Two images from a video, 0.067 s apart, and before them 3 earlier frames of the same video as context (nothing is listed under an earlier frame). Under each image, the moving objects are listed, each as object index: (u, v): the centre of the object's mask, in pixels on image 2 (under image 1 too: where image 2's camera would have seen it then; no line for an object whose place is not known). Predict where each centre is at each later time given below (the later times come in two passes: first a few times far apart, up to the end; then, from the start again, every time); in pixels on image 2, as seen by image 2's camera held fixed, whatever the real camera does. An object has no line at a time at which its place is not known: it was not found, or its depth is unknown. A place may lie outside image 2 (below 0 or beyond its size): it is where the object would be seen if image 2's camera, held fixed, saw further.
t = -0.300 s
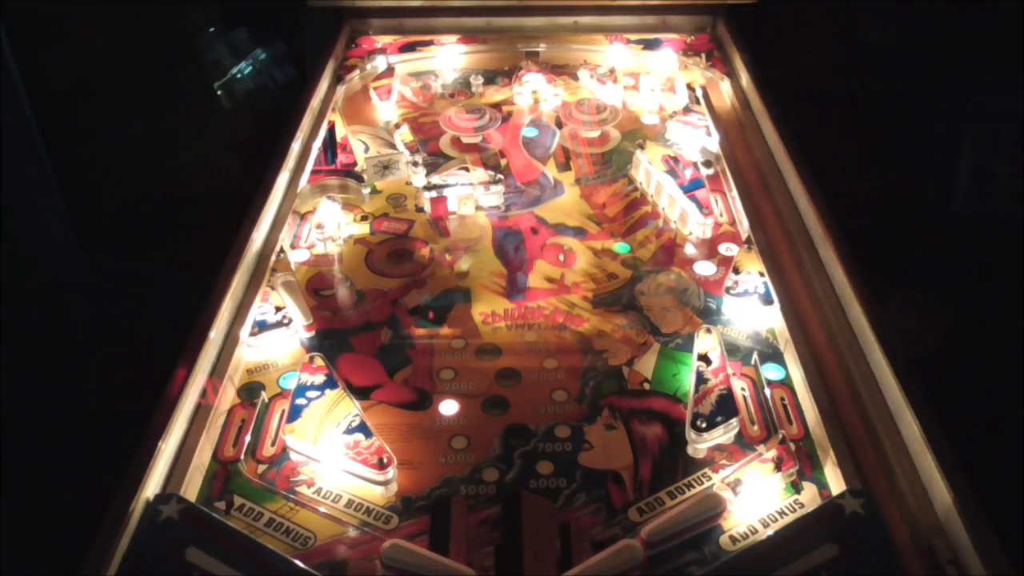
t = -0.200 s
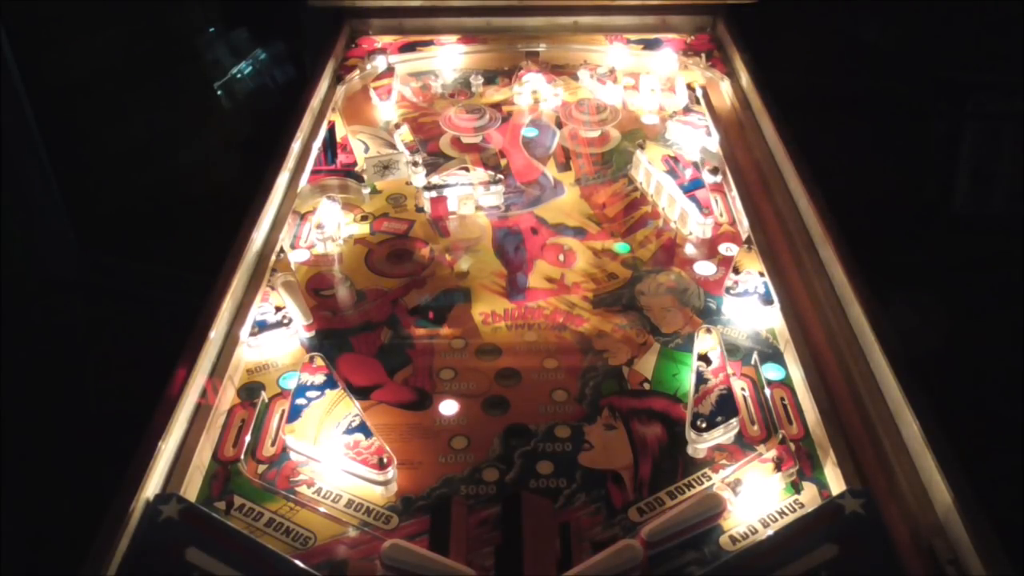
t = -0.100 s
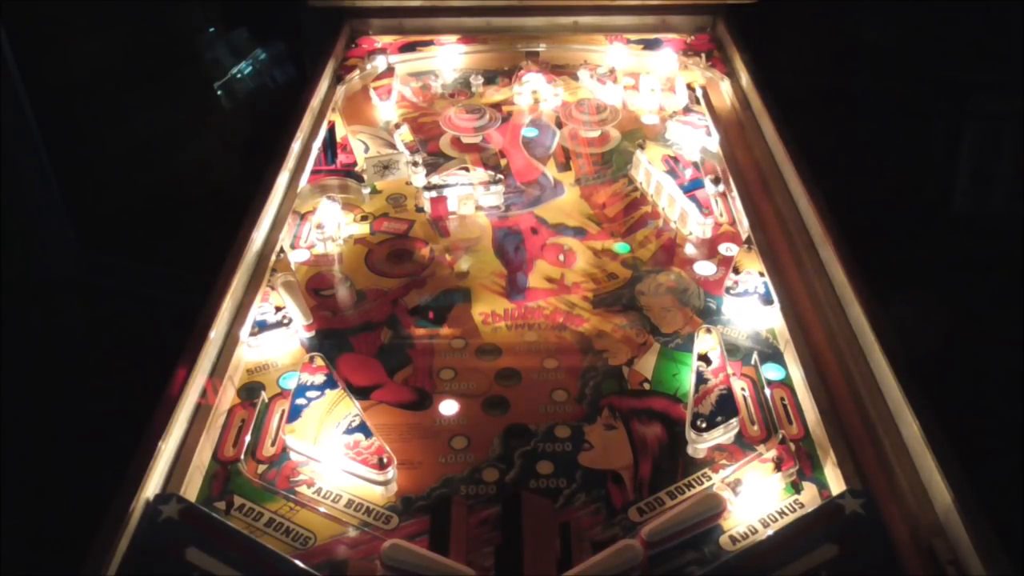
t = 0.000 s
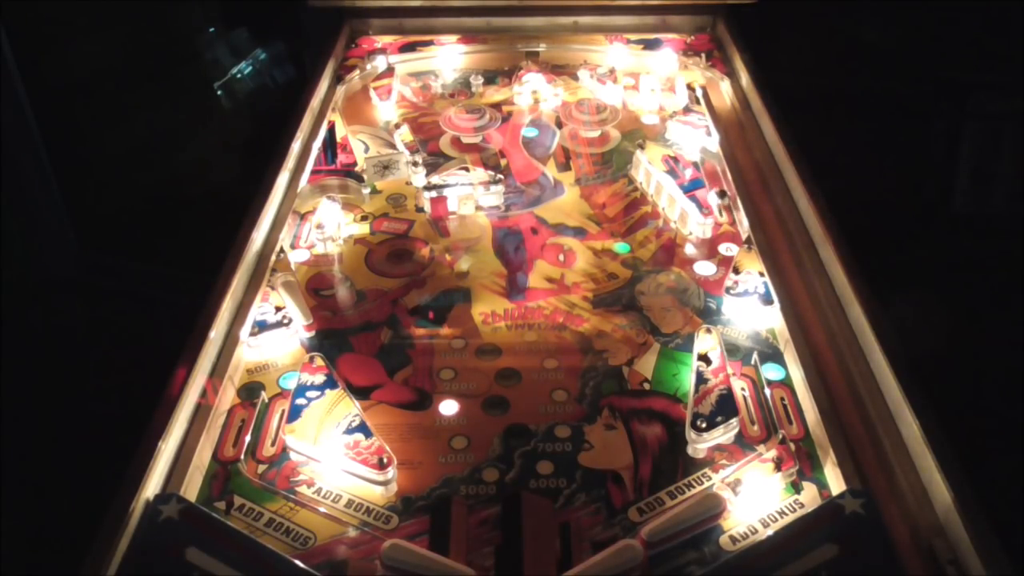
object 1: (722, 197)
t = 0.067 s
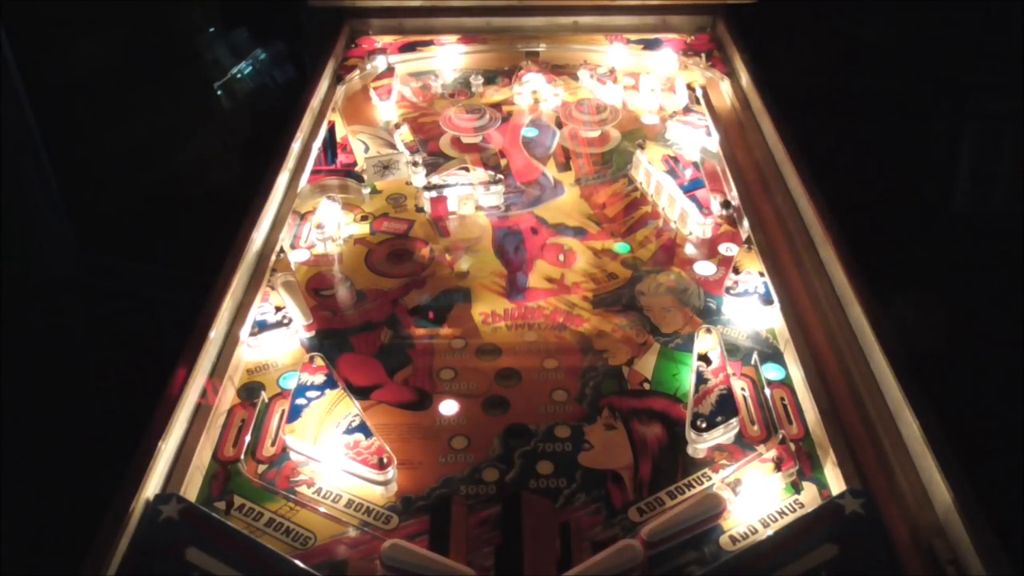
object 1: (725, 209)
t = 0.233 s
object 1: (729, 243)
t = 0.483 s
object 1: (684, 292)
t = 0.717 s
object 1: (632, 376)
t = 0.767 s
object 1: (619, 401)
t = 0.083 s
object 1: (726, 211)
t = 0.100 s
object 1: (727, 214)
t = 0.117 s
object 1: (728, 217)
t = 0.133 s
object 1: (728, 220)
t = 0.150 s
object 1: (728, 225)
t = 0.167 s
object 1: (729, 228)
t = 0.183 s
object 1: (730, 232)
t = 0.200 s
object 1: (730, 233)
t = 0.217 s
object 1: (729, 241)
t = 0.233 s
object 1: (729, 243)
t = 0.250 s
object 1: (729, 243)
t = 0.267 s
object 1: (725, 246)
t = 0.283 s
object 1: (723, 250)
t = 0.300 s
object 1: (719, 252)
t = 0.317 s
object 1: (717, 255)
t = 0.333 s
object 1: (714, 259)
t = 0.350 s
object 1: (711, 262)
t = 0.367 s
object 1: (707, 265)
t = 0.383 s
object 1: (705, 268)
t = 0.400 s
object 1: (701, 272)
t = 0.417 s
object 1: (698, 277)
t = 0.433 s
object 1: (694, 280)
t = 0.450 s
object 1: (691, 283)
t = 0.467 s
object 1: (688, 287)
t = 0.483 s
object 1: (684, 292)
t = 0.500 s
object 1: (681, 296)
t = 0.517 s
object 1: (677, 301)
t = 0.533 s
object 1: (674, 306)
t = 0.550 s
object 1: (670, 312)
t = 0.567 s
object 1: (667, 318)
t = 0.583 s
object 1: (662, 324)
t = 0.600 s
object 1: (659, 329)
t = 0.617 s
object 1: (655, 334)
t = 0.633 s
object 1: (651, 341)
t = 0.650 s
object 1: (648, 347)
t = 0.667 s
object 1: (644, 353)
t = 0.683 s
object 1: (640, 361)
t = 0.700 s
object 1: (636, 369)
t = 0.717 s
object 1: (632, 376)
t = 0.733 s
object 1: (628, 383)
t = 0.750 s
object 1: (623, 391)
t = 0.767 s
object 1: (619, 401)
